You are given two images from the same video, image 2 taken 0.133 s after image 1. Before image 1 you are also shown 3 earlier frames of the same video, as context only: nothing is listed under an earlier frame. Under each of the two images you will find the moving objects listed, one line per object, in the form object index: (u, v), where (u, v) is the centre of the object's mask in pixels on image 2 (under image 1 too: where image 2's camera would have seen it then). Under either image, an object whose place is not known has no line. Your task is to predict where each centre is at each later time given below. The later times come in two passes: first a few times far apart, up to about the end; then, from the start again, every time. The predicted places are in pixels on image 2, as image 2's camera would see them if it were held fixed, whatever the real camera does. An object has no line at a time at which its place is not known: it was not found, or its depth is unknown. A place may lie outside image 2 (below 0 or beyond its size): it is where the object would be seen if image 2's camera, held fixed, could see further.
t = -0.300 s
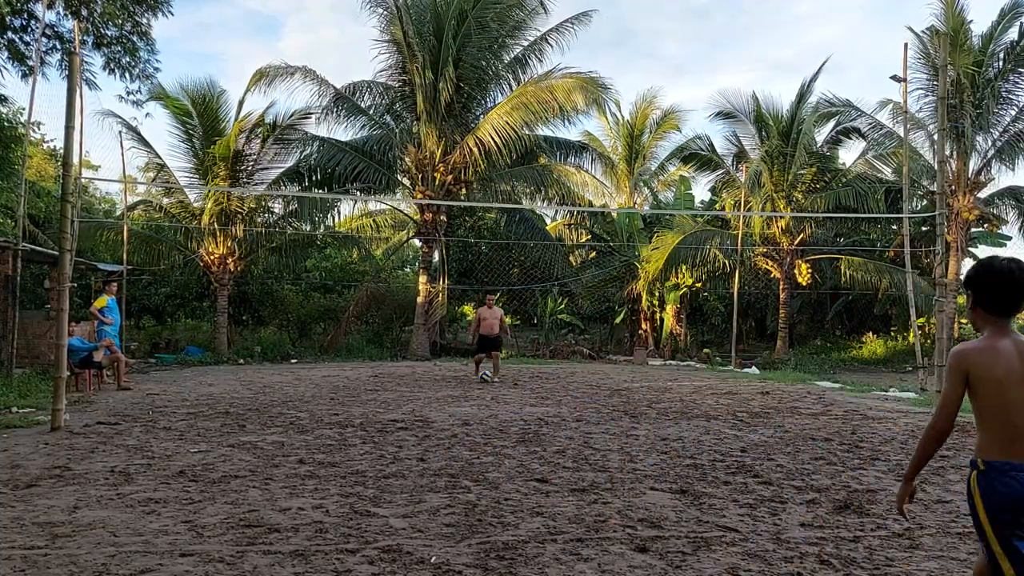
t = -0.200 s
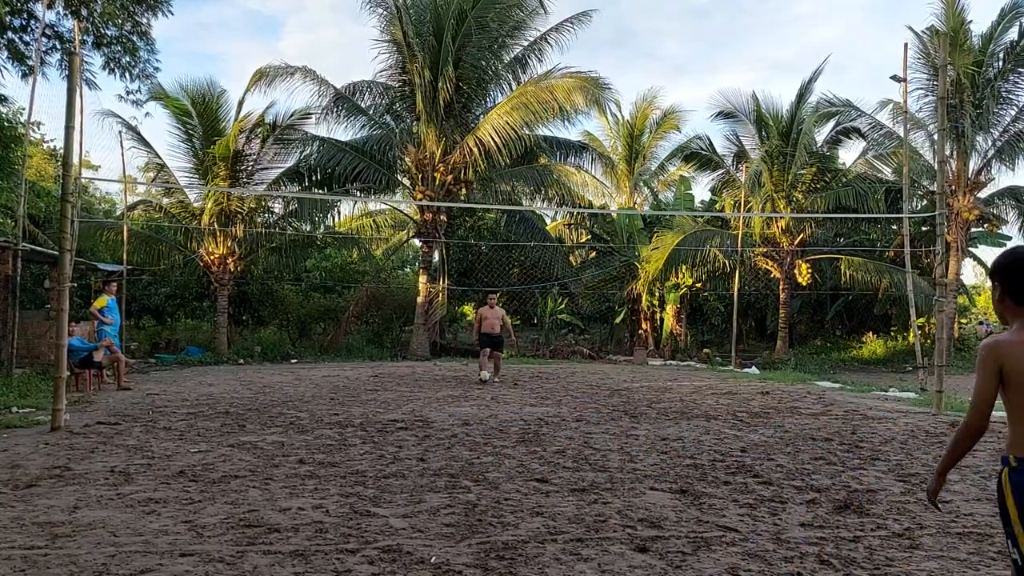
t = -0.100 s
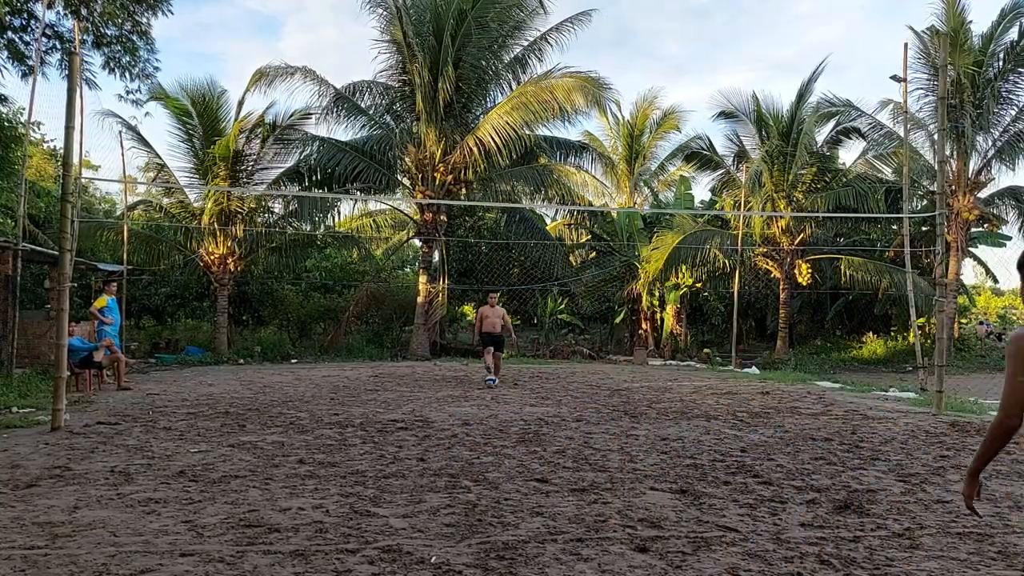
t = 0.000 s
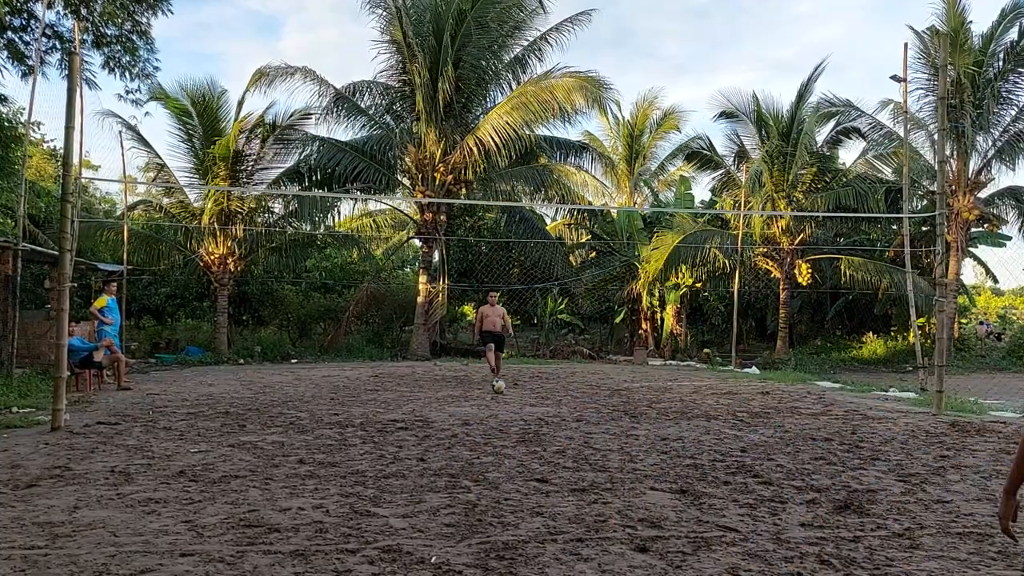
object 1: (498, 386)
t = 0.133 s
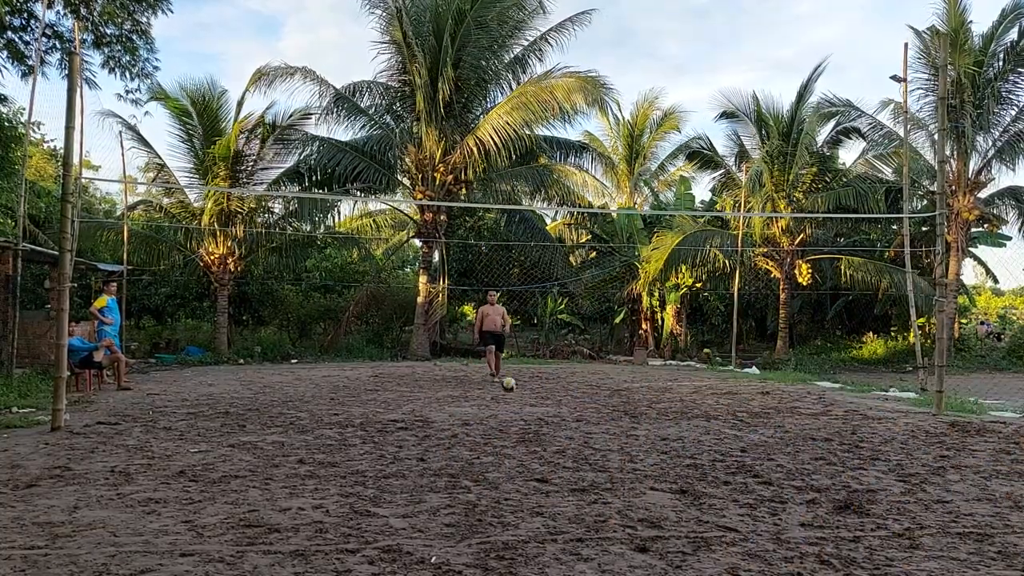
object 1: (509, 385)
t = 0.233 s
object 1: (516, 391)
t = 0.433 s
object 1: (533, 396)
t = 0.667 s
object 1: (554, 410)
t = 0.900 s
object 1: (579, 425)
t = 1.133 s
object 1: (610, 441)
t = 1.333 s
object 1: (644, 472)
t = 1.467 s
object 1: (668, 478)
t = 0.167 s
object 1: (511, 385)
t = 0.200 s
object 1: (512, 386)
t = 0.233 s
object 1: (516, 391)
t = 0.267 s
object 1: (519, 395)
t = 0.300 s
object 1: (521, 399)
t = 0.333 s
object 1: (523, 396)
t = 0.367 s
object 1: (526, 395)
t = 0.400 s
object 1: (529, 396)
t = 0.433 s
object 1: (533, 396)
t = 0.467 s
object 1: (536, 398)
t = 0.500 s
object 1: (538, 401)
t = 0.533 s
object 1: (541, 406)
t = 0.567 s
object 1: (544, 412)
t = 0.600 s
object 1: (547, 415)
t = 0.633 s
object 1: (551, 412)
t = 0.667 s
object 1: (554, 410)
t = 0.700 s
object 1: (557, 408)
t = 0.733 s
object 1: (560, 407)
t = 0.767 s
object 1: (563, 409)
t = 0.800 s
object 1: (566, 409)
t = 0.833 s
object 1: (571, 414)
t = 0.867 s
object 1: (576, 419)
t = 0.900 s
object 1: (579, 425)
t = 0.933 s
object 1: (583, 433)
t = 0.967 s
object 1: (587, 442)
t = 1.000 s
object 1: (591, 441)
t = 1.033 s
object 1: (597, 439)
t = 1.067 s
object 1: (601, 438)
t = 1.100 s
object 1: (605, 438)
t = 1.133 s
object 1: (610, 441)
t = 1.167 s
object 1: (615, 444)
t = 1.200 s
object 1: (621, 449)
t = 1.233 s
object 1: (626, 456)
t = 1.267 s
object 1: (632, 466)
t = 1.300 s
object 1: (638, 476)
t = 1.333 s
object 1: (644, 472)
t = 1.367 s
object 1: (650, 471)
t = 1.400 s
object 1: (656, 472)
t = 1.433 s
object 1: (662, 474)
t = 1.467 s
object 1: (668, 478)
